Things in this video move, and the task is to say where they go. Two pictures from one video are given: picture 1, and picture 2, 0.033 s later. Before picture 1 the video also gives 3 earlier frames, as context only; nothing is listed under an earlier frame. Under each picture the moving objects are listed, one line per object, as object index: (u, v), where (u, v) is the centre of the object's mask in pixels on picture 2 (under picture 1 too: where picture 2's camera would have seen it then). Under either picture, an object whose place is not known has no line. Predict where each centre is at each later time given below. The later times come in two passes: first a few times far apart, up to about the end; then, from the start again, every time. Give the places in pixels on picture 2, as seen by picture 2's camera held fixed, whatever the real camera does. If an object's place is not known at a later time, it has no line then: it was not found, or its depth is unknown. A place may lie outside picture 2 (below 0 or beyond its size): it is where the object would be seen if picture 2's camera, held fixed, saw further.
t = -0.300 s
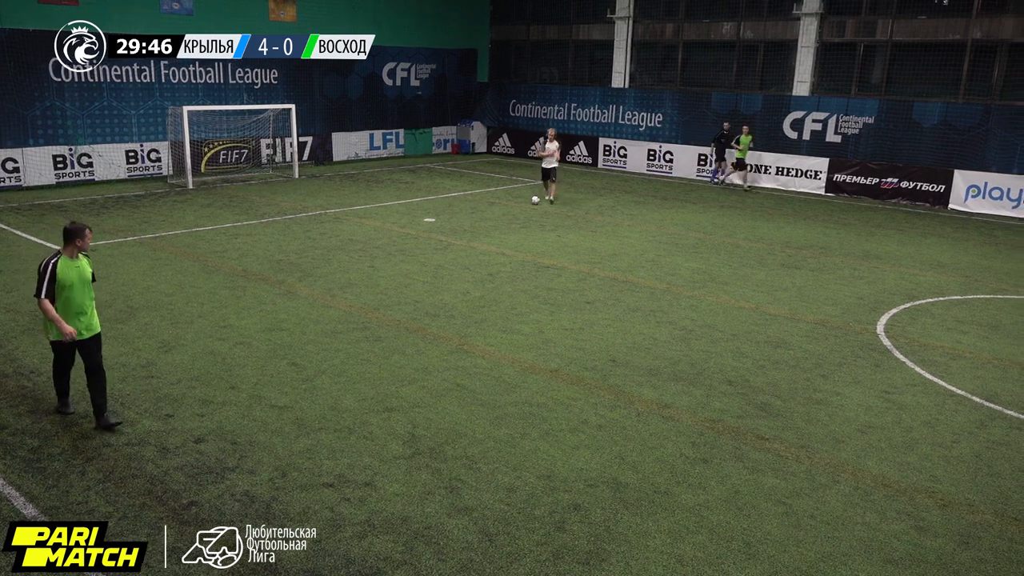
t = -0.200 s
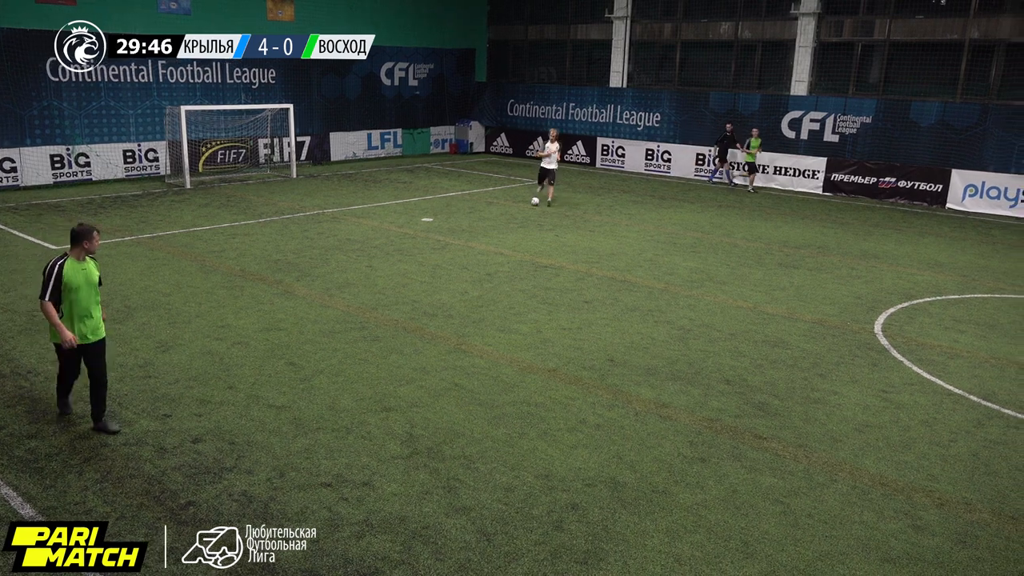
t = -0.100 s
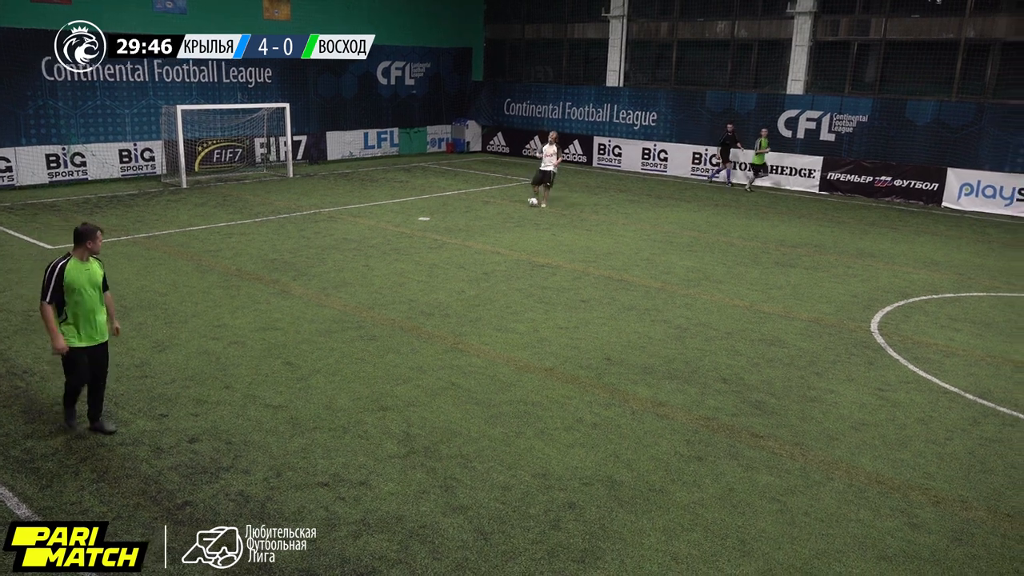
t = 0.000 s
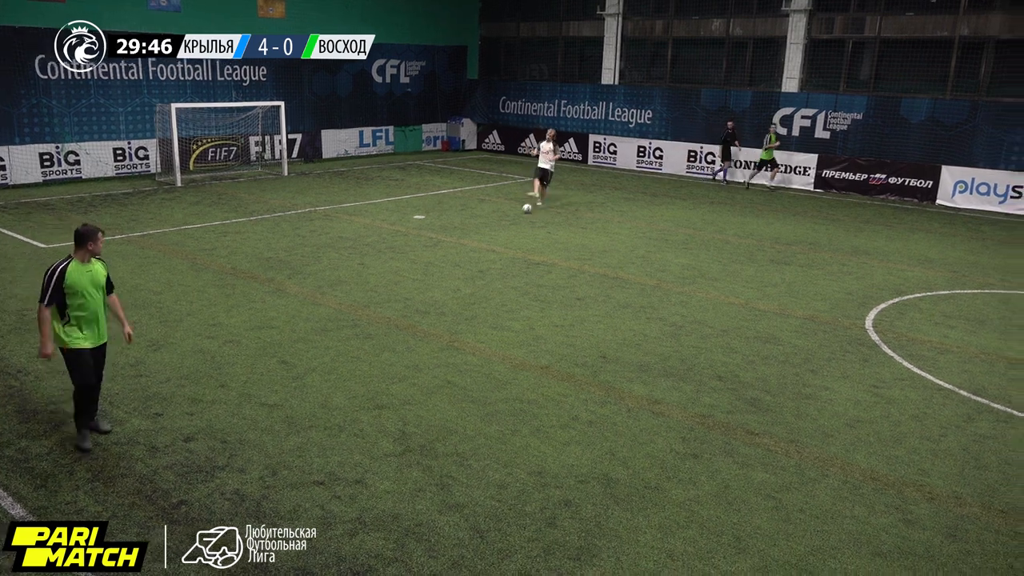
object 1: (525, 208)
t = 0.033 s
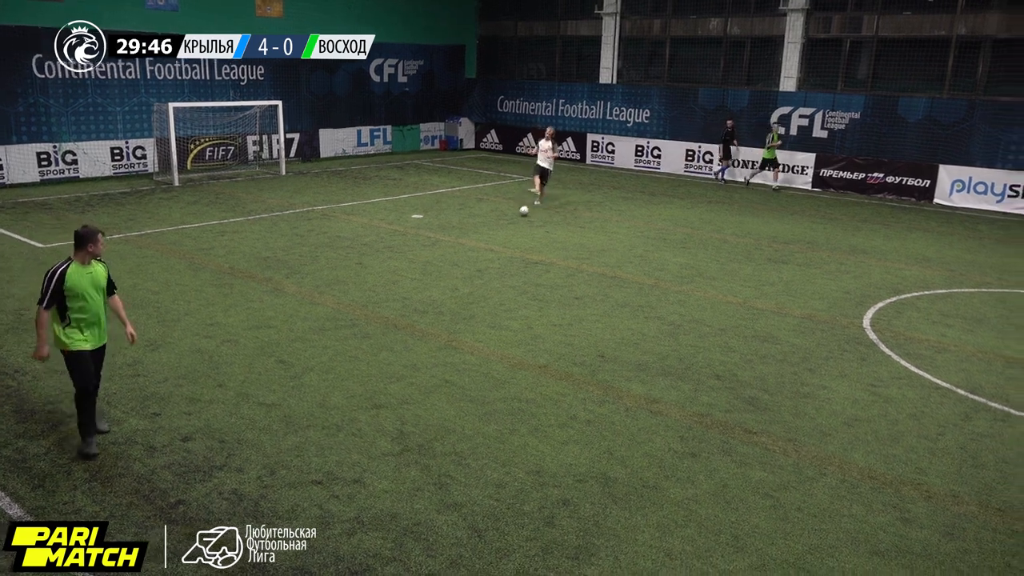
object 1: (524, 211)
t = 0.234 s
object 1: (517, 237)
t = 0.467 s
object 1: (507, 270)
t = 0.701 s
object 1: (497, 313)
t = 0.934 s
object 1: (478, 370)
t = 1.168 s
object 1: (450, 458)
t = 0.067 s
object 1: (523, 214)
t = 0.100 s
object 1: (522, 219)
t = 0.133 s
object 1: (520, 223)
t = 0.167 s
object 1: (519, 227)
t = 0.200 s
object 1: (518, 232)
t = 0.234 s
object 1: (517, 237)
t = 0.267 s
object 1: (515, 241)
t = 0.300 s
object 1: (514, 245)
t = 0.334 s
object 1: (513, 250)
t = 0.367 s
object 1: (511, 255)
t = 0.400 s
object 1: (510, 260)
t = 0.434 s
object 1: (509, 264)
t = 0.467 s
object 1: (507, 270)
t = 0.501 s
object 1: (507, 277)
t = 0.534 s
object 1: (504, 282)
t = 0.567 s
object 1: (503, 288)
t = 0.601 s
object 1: (502, 293)
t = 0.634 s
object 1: (500, 301)
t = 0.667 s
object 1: (498, 306)
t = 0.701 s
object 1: (497, 313)
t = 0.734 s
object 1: (494, 320)
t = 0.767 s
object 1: (492, 328)
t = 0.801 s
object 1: (489, 334)
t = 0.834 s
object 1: (487, 343)
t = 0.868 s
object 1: (484, 352)
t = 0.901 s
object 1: (482, 362)
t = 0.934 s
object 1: (478, 370)
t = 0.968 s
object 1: (475, 376)
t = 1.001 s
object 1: (472, 387)
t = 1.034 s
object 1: (468, 399)
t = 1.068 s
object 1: (464, 414)
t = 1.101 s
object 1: (459, 430)
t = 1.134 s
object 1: (455, 444)
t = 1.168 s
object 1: (450, 458)
